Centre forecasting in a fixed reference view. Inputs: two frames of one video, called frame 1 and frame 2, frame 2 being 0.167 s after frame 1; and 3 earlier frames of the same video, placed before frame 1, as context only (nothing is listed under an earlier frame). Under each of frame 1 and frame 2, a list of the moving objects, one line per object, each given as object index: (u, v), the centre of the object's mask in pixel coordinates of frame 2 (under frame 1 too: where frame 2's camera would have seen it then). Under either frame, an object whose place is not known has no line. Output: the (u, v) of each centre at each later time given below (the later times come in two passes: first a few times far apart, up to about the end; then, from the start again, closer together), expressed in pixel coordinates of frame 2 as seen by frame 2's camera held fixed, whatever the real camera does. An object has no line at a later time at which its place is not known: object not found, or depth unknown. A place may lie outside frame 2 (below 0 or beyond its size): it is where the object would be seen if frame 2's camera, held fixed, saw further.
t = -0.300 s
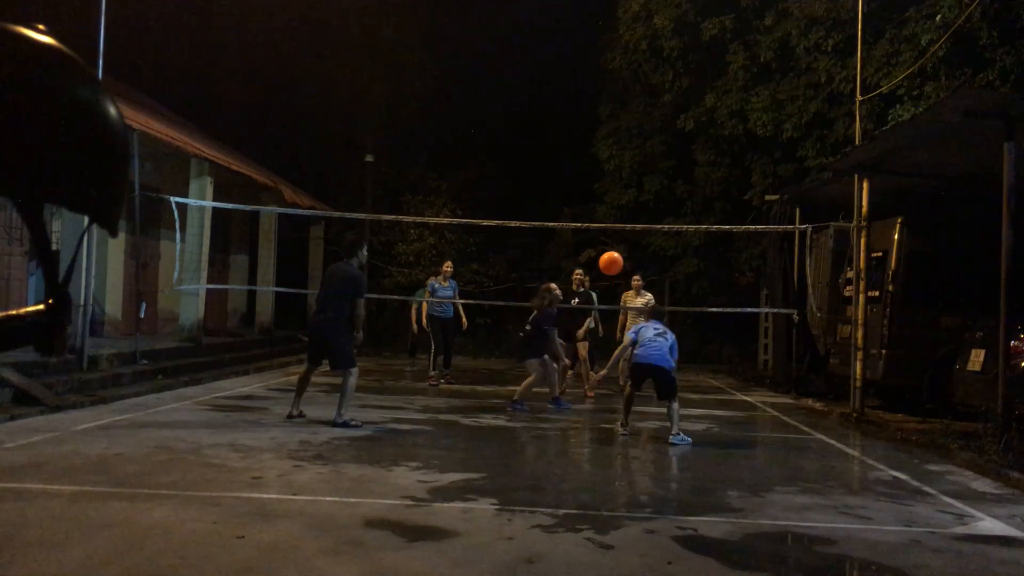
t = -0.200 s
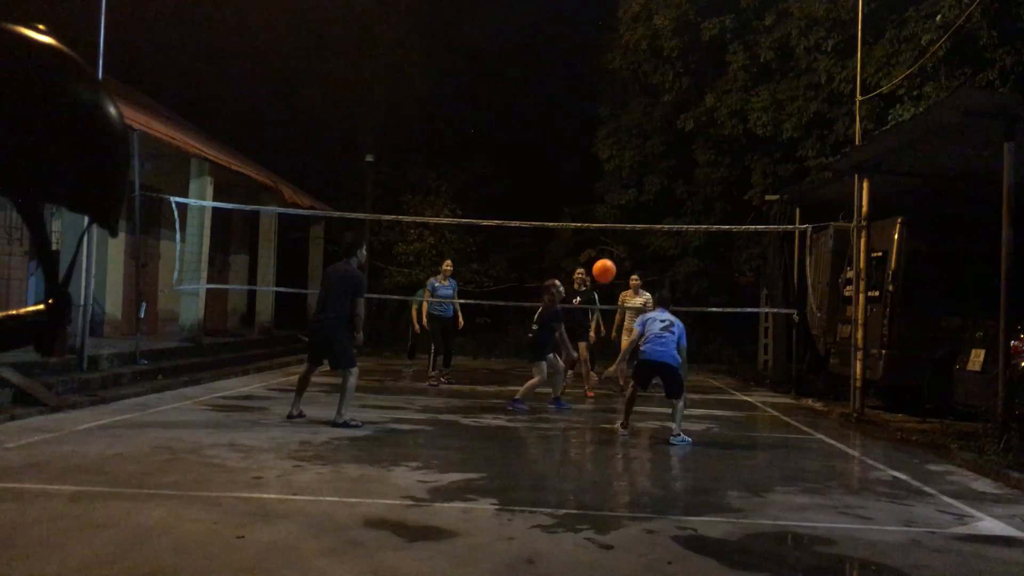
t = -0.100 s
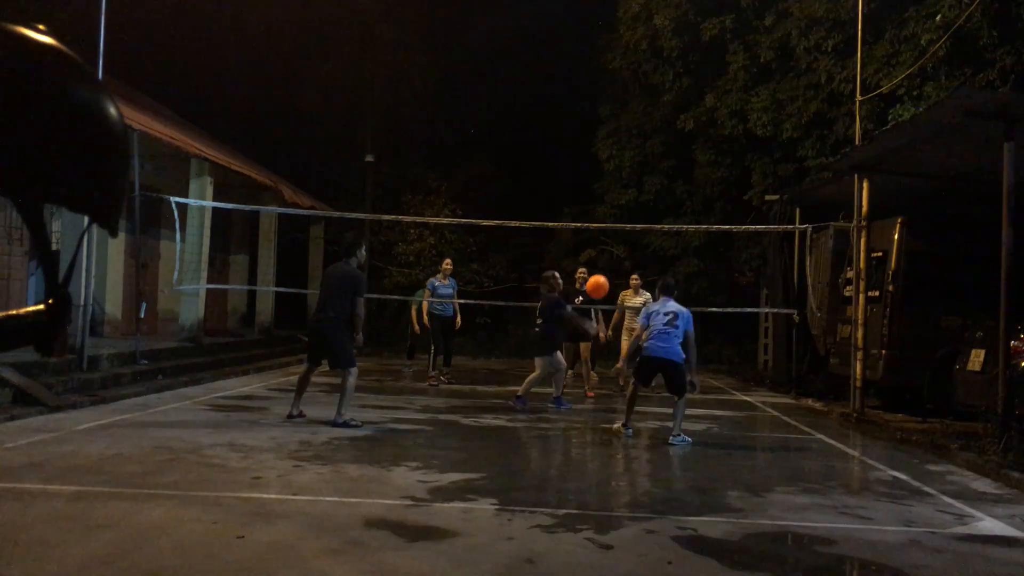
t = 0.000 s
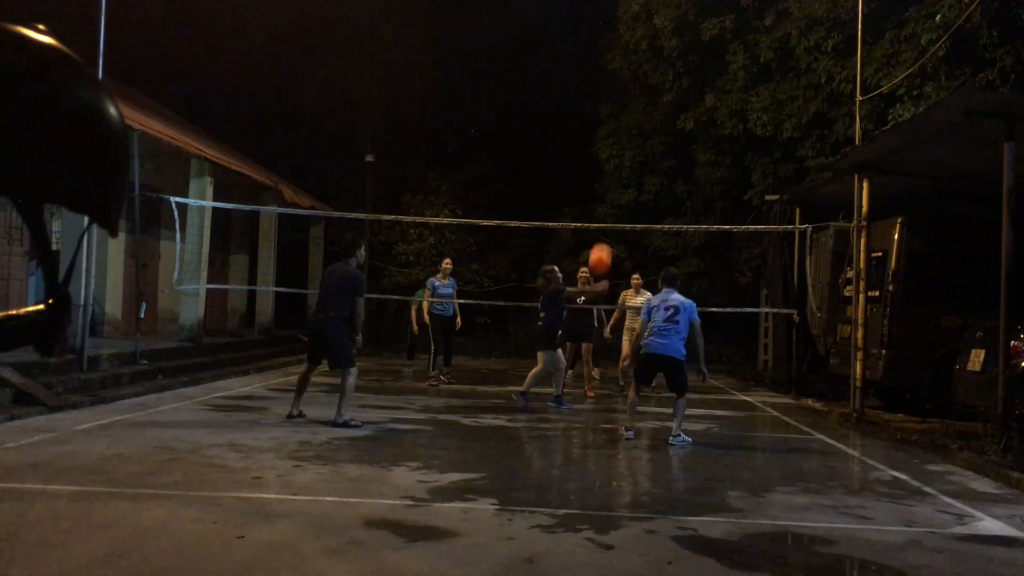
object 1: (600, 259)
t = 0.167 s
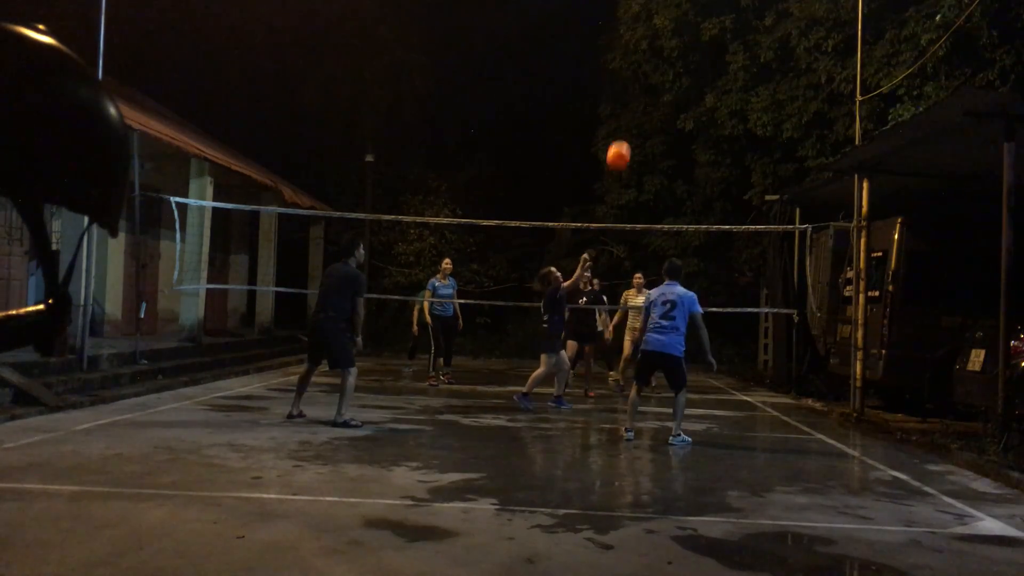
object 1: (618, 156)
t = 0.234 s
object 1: (626, 122)
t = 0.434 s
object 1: (651, 47)
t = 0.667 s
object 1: (678, 9)
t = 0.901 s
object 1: (703, 19)
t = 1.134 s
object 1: (726, 88)
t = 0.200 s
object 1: (622, 138)
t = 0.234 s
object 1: (626, 122)
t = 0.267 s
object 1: (630, 107)
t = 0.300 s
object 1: (635, 94)
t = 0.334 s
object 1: (639, 80)
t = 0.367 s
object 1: (643, 68)
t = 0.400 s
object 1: (647, 57)
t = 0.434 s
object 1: (651, 47)
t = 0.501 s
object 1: (659, 31)
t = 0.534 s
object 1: (663, 24)
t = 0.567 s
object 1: (667, 18)
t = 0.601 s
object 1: (670, 13)
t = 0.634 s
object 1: (674, 10)
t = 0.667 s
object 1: (678, 9)
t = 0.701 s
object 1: (681, 8)
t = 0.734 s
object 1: (685, 8)
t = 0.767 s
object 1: (689, 8)
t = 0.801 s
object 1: (692, 10)
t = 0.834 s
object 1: (696, 11)
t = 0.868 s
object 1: (699, 14)
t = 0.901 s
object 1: (703, 19)
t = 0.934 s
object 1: (706, 26)
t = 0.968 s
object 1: (710, 34)
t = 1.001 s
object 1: (713, 42)
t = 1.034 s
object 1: (717, 52)
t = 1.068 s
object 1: (720, 63)
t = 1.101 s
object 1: (723, 76)
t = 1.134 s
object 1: (726, 88)
